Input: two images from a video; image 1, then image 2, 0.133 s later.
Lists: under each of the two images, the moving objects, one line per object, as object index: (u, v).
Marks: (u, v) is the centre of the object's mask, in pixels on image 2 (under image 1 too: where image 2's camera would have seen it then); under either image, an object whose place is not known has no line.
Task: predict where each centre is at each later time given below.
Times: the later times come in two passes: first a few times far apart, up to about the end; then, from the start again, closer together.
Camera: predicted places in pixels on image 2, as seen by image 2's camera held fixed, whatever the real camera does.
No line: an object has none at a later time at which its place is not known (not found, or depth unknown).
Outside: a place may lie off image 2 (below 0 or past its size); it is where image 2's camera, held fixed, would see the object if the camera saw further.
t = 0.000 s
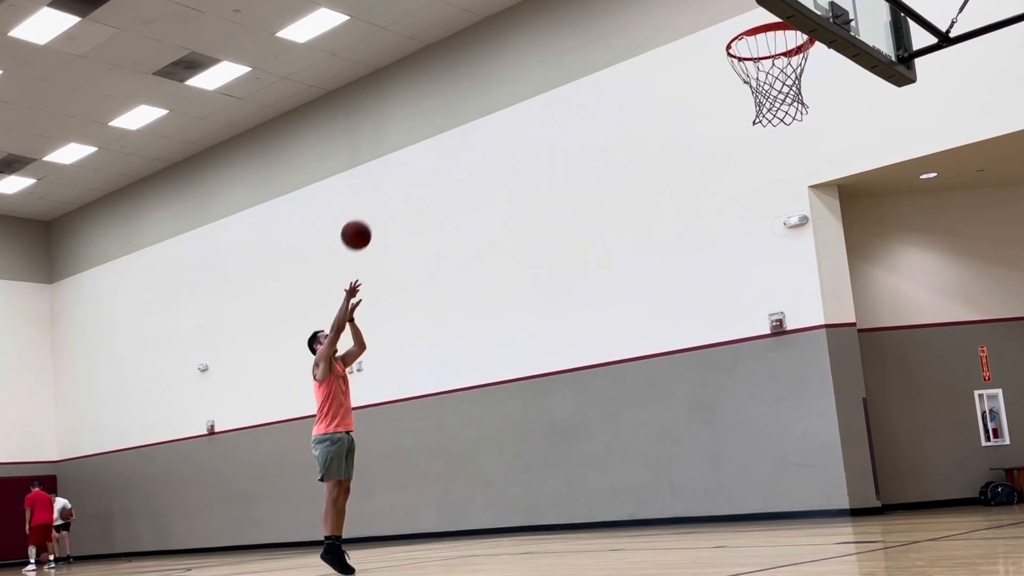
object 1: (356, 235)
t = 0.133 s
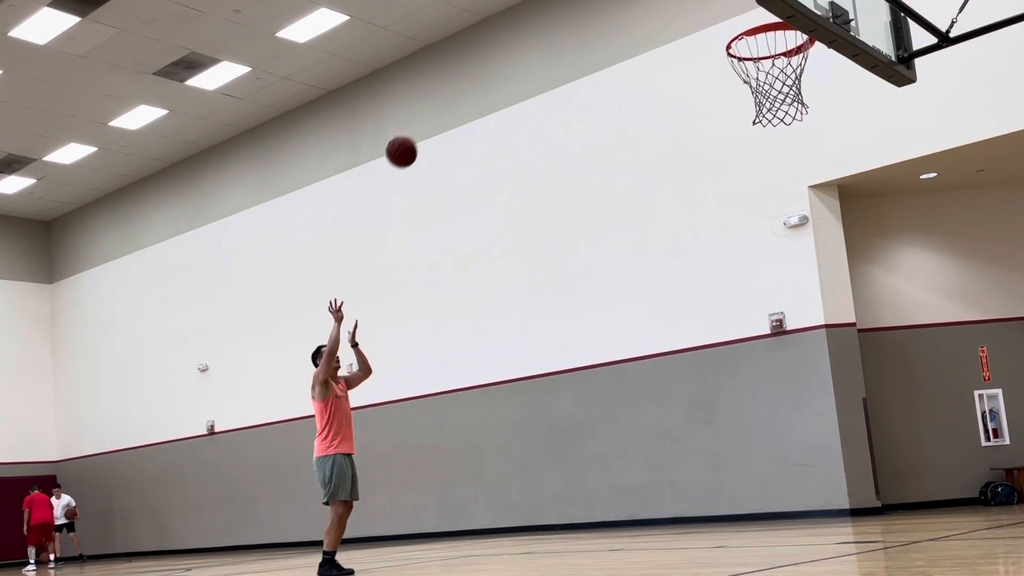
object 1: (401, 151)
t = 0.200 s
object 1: (426, 116)
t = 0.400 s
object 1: (508, 36)
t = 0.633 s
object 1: (622, 8)
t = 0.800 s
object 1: (723, 20)
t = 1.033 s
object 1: (824, 92)
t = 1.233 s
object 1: (850, 219)
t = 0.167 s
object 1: (414, 133)
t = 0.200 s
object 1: (426, 116)
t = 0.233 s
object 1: (439, 100)
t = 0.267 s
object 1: (452, 85)
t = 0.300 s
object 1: (465, 71)
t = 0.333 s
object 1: (479, 58)
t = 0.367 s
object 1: (493, 47)
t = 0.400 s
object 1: (508, 36)
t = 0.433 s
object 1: (523, 27)
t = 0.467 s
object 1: (538, 19)
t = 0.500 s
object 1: (554, 14)
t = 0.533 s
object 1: (570, 11)
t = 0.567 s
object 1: (587, 10)
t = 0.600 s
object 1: (604, 9)
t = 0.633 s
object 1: (622, 8)
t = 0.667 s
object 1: (641, 9)
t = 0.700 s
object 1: (661, 10)
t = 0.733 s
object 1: (681, 12)
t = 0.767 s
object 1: (702, 15)
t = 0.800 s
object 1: (723, 20)
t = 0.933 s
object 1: (810, 62)
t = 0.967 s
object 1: (819, 68)
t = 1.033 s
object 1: (824, 92)
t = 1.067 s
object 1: (828, 108)
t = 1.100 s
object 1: (832, 126)
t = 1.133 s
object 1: (836, 146)
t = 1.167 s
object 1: (840, 169)
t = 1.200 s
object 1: (845, 193)
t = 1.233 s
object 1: (850, 219)
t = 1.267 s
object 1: (855, 248)
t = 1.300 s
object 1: (861, 278)
